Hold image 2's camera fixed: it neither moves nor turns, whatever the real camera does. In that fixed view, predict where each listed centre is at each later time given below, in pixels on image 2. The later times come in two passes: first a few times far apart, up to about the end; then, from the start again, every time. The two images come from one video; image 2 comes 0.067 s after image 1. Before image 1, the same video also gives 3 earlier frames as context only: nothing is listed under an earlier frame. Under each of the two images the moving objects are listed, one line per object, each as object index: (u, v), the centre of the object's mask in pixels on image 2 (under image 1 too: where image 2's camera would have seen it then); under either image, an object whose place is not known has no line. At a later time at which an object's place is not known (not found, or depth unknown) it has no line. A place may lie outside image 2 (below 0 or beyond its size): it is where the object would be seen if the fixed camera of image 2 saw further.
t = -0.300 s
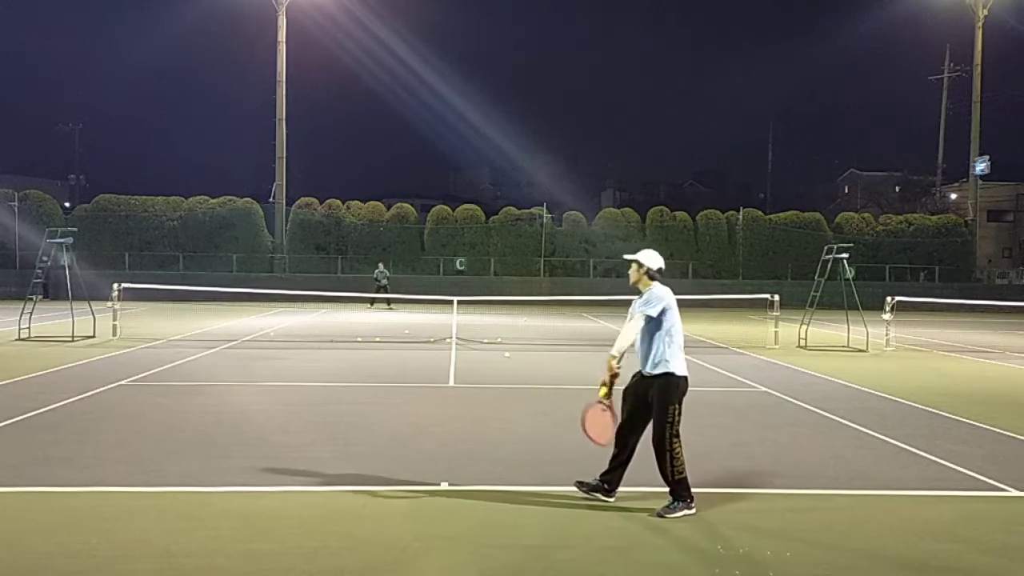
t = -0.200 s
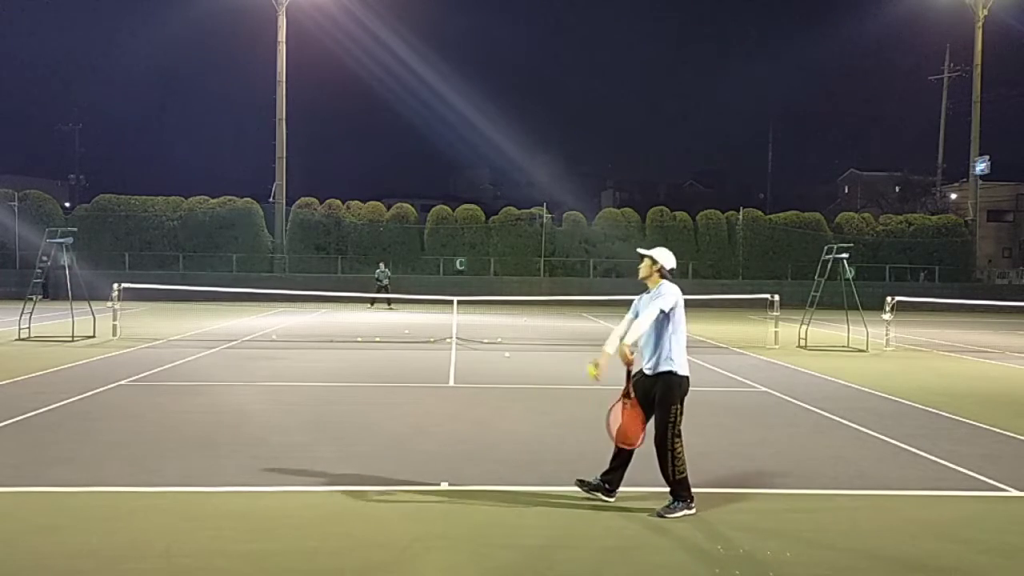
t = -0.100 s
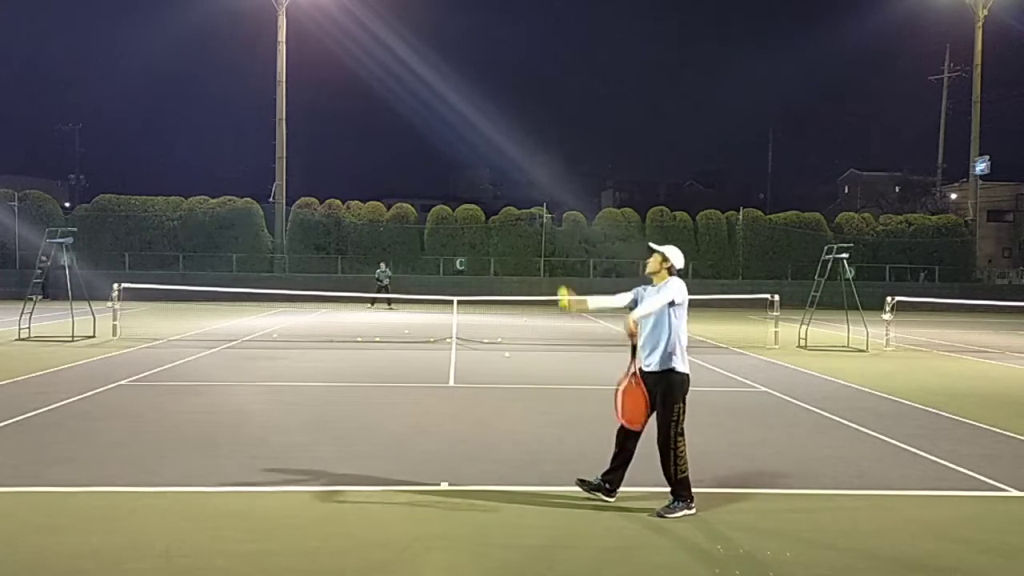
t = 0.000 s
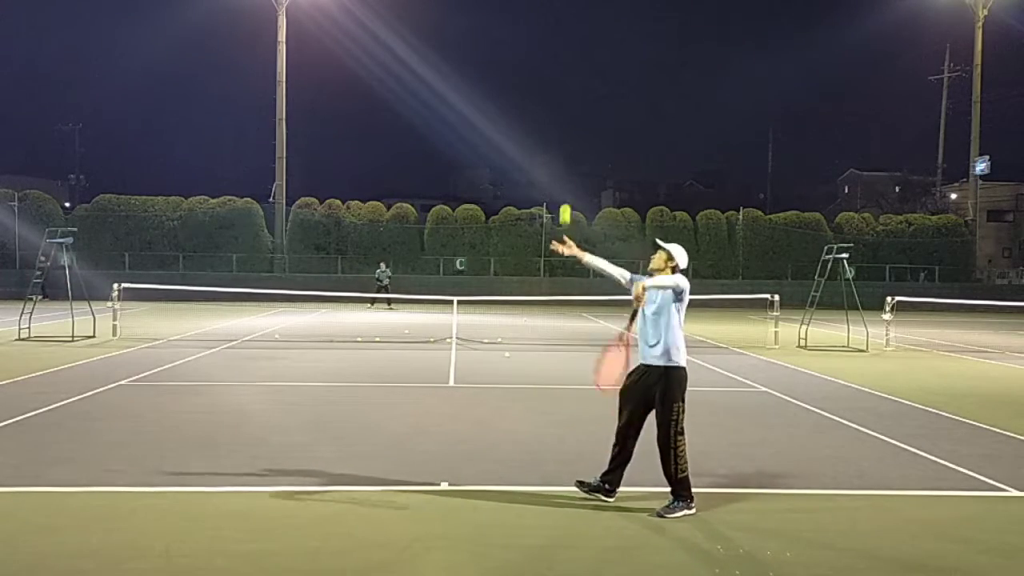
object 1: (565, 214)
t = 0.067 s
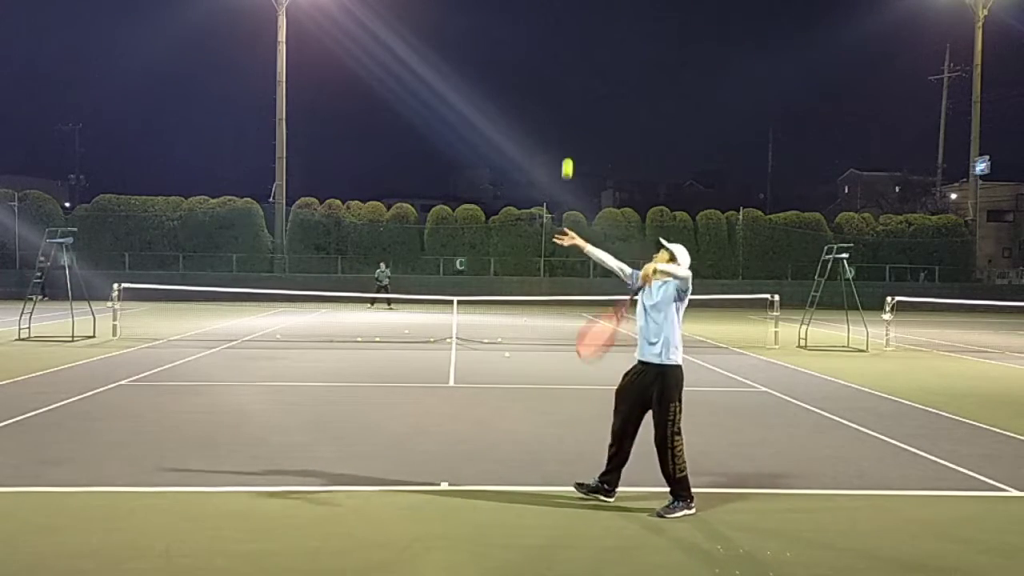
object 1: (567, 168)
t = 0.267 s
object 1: (573, 73)
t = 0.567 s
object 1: (580, 44)
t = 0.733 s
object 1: (583, 85)
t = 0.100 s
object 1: (568, 148)
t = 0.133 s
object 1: (569, 129)
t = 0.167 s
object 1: (570, 113)
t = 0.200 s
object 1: (571, 97)
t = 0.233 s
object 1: (572, 84)
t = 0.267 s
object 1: (573, 73)
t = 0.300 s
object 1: (574, 63)
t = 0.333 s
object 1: (575, 54)
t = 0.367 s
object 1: (576, 48)
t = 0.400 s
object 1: (577, 43)
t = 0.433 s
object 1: (578, 40)
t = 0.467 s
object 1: (578, 39)
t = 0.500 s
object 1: (579, 39)
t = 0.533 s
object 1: (580, 41)
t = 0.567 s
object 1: (580, 44)
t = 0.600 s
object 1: (581, 49)
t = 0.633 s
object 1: (582, 56)
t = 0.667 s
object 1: (582, 64)
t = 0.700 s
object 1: (583, 74)
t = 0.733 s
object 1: (583, 85)
